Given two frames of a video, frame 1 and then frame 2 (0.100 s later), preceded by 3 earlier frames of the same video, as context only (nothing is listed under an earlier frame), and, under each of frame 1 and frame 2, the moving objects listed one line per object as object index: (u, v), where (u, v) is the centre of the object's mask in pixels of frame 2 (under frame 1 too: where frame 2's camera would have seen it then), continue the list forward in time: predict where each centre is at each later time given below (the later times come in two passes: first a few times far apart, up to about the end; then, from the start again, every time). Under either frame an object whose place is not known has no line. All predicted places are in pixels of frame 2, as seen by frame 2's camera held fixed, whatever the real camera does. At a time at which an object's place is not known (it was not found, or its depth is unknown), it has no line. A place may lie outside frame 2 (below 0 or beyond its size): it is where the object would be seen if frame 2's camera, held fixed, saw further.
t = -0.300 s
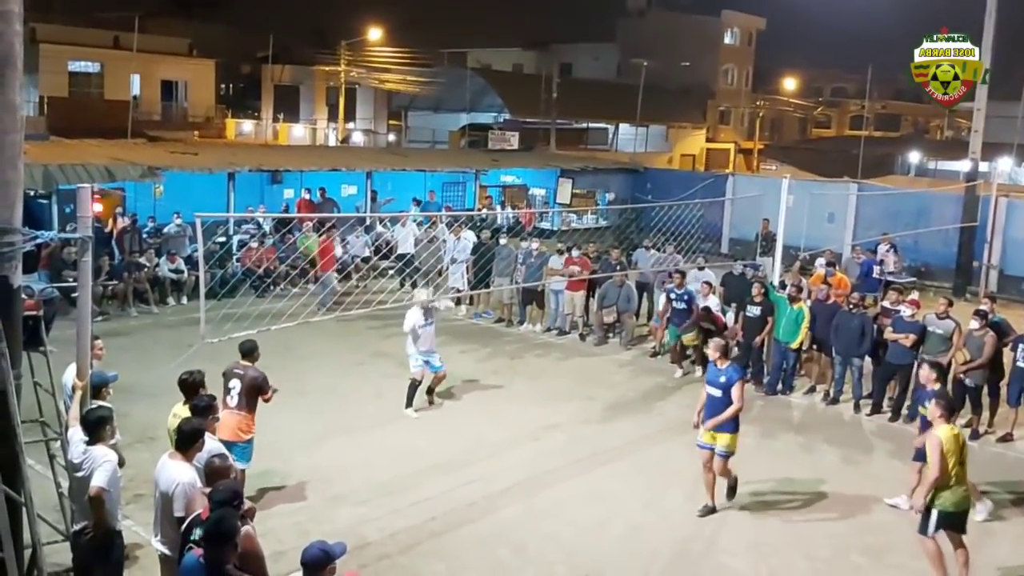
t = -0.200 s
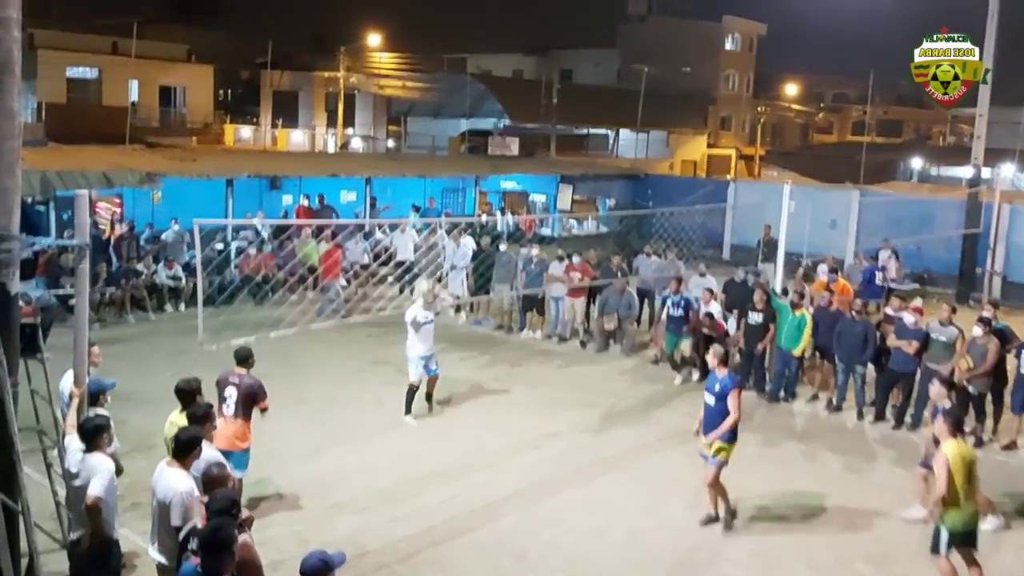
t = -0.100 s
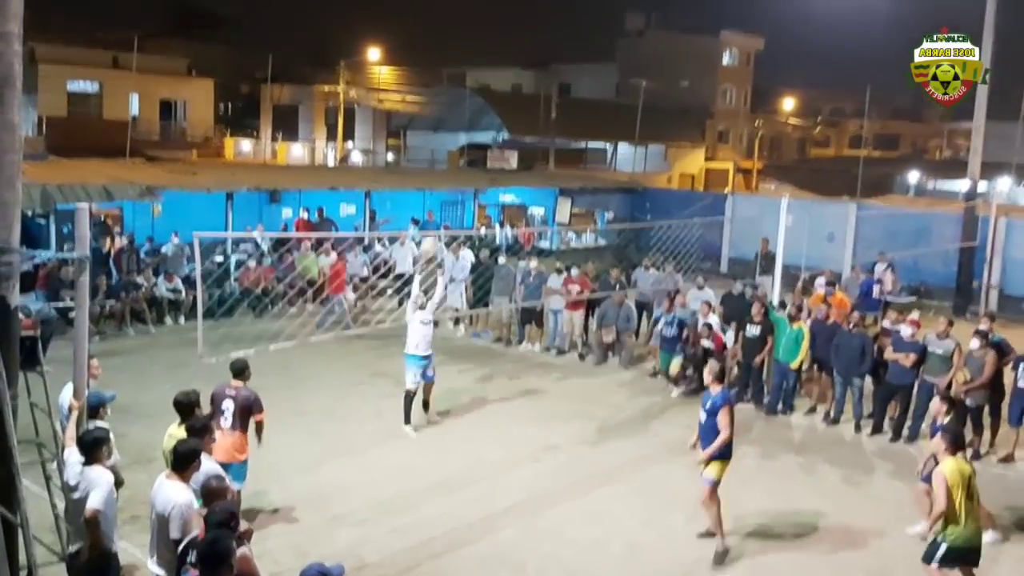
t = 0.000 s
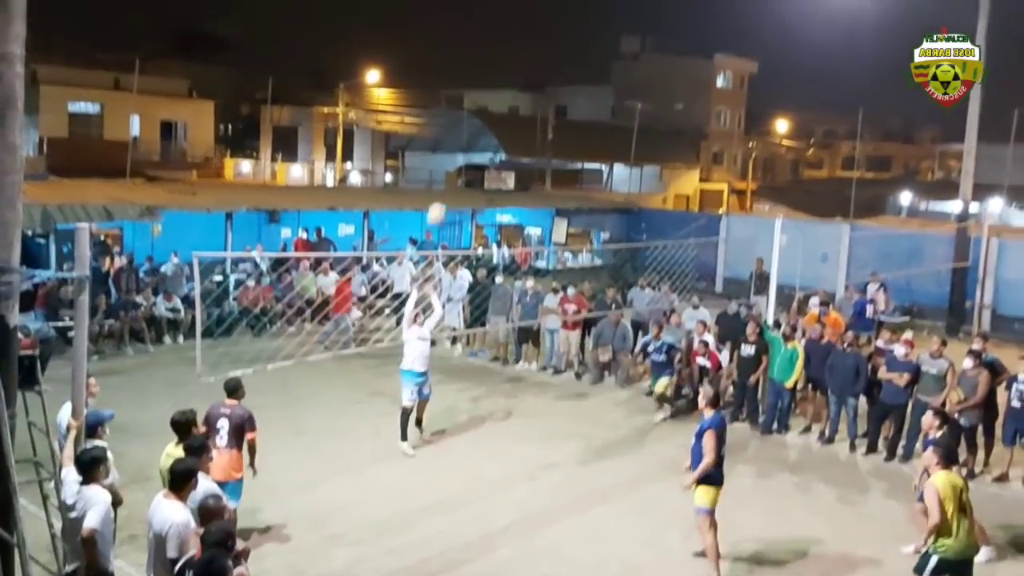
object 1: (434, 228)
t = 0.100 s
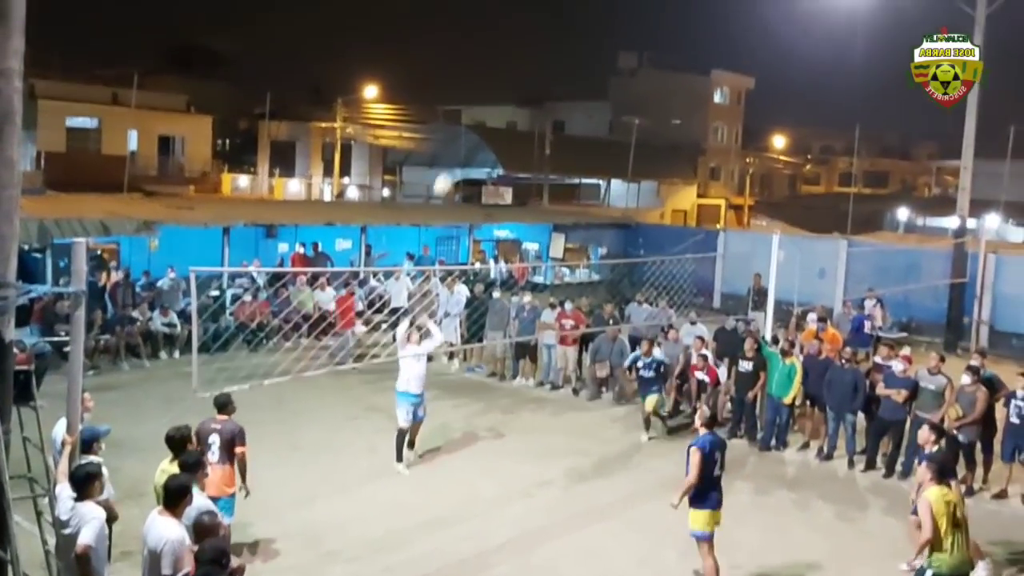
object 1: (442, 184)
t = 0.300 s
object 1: (462, 119)
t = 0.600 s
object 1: (489, 79)
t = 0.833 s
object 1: (509, 101)
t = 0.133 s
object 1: (446, 172)
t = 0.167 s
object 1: (449, 159)
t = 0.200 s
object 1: (452, 148)
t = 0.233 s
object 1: (455, 137)
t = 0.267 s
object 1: (459, 128)
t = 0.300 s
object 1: (462, 119)
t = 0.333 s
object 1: (465, 111)
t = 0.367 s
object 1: (468, 104)
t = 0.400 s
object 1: (471, 97)
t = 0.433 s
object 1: (474, 92)
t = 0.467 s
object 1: (477, 88)
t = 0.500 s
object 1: (480, 84)
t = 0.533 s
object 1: (483, 82)
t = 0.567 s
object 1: (486, 80)
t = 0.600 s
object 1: (489, 79)
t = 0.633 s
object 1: (492, 79)
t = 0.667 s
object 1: (495, 81)
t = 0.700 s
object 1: (498, 83)
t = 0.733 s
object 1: (501, 86)
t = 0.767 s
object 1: (504, 90)
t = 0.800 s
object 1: (507, 95)
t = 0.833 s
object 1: (509, 101)
